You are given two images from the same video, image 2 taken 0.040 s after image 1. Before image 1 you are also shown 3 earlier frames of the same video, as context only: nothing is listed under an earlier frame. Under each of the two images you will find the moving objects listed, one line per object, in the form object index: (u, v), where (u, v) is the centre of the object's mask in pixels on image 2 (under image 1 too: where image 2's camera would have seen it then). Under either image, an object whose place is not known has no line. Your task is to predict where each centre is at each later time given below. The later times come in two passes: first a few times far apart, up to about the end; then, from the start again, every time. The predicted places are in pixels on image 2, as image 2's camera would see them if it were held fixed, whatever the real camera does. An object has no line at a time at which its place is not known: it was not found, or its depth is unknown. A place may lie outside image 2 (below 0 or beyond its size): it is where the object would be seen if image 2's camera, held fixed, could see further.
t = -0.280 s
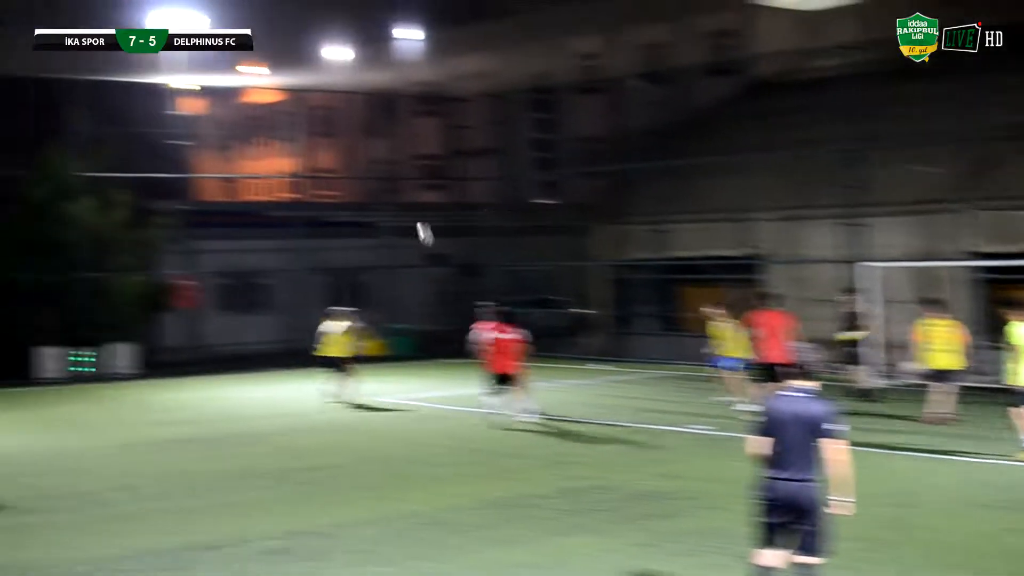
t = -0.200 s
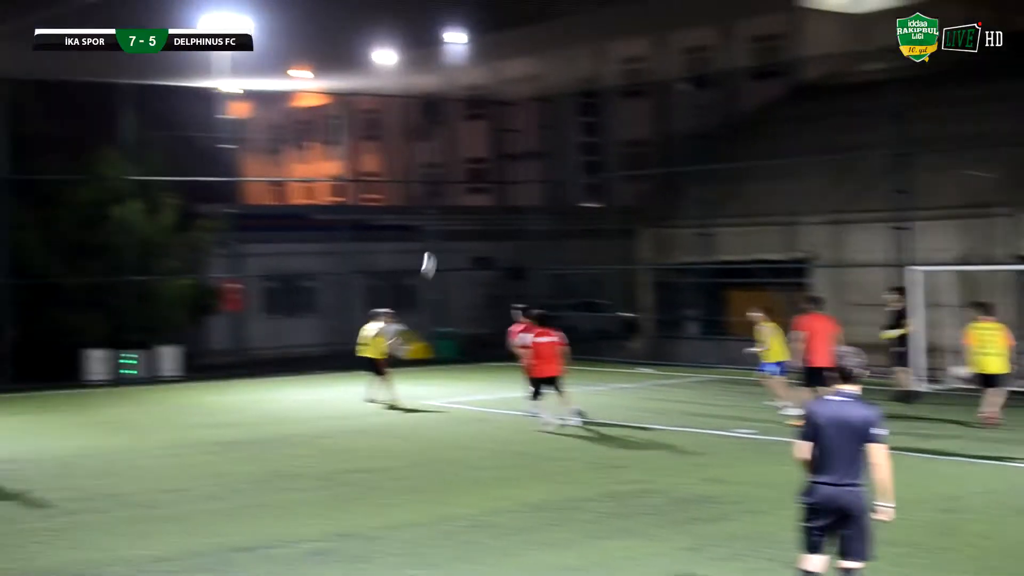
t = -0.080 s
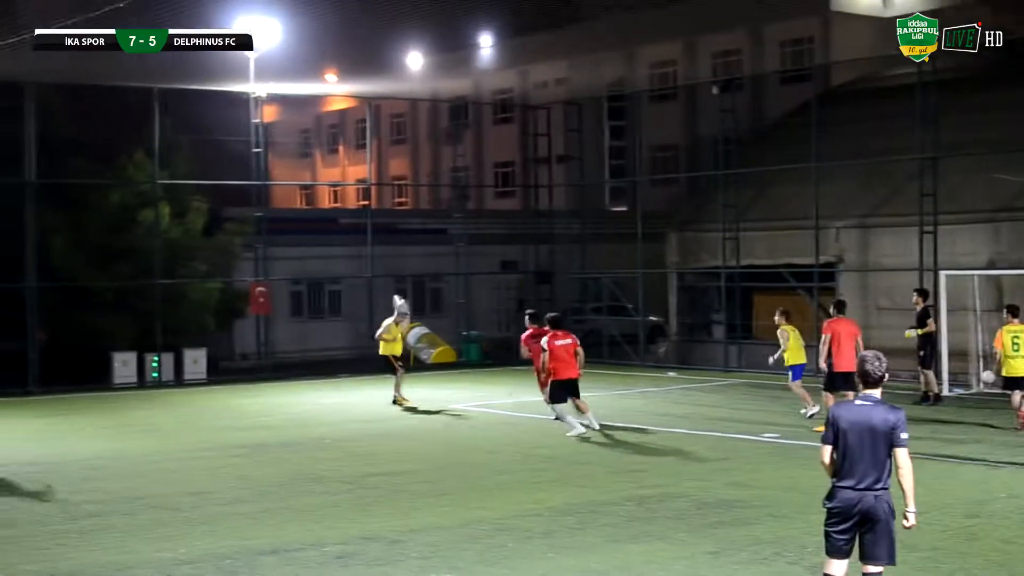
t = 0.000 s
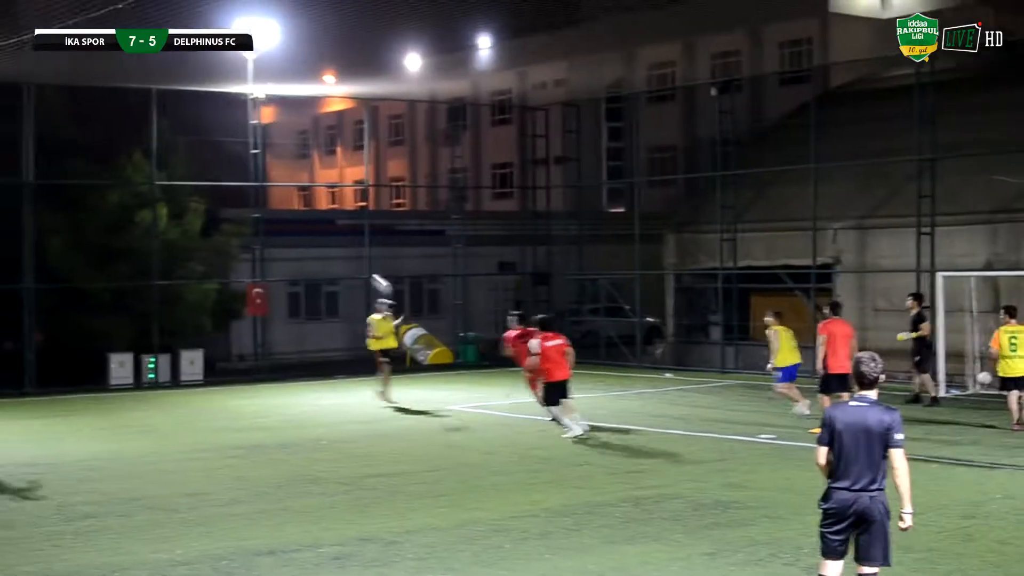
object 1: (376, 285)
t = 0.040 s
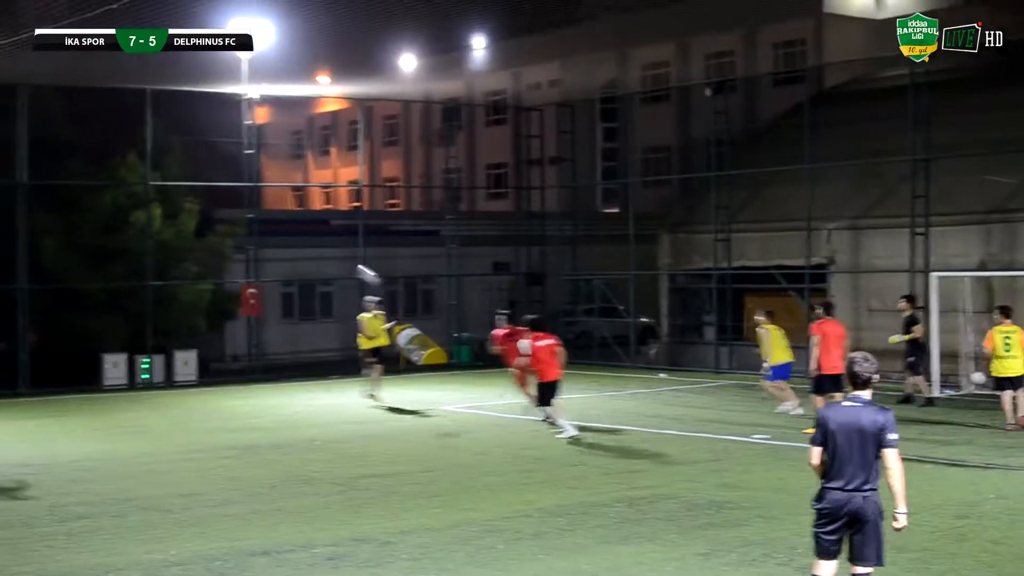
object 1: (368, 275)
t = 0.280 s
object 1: (318, 233)
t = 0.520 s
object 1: (256, 225)
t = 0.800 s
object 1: (180, 270)
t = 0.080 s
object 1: (360, 267)
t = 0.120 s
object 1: (351, 257)
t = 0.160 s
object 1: (343, 250)
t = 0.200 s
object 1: (335, 244)
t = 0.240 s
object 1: (326, 238)
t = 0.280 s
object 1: (318, 233)
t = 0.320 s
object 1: (309, 229)
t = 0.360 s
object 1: (299, 227)
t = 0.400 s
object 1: (288, 225)
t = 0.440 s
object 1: (277, 224)
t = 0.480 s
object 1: (267, 223)
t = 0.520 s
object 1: (256, 225)
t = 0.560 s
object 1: (246, 226)
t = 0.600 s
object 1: (235, 230)
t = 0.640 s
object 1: (225, 235)
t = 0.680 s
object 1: (214, 241)
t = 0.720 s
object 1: (202, 249)
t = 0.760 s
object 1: (191, 259)
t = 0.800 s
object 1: (180, 270)
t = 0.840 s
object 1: (167, 282)
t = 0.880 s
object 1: (156, 296)
